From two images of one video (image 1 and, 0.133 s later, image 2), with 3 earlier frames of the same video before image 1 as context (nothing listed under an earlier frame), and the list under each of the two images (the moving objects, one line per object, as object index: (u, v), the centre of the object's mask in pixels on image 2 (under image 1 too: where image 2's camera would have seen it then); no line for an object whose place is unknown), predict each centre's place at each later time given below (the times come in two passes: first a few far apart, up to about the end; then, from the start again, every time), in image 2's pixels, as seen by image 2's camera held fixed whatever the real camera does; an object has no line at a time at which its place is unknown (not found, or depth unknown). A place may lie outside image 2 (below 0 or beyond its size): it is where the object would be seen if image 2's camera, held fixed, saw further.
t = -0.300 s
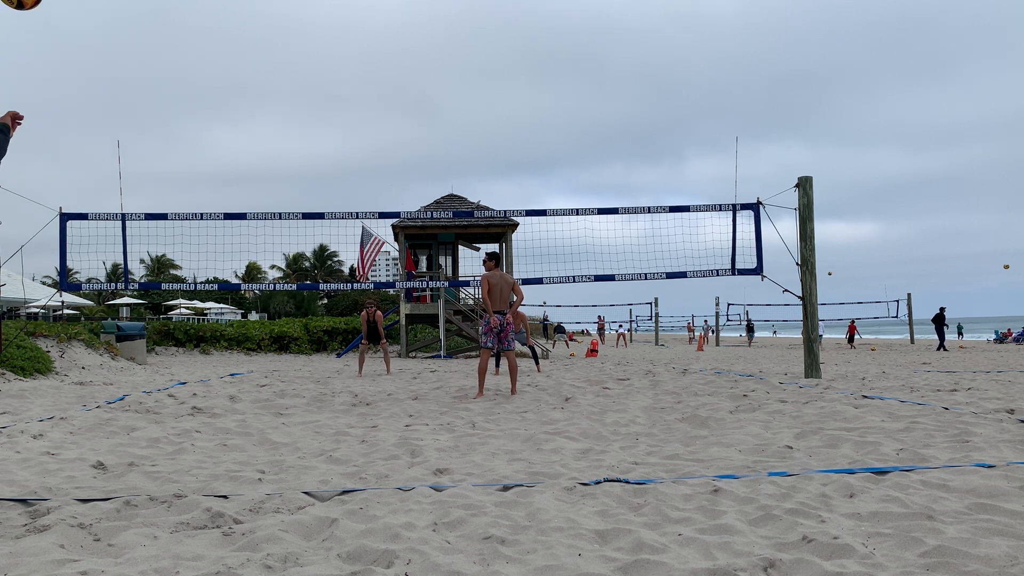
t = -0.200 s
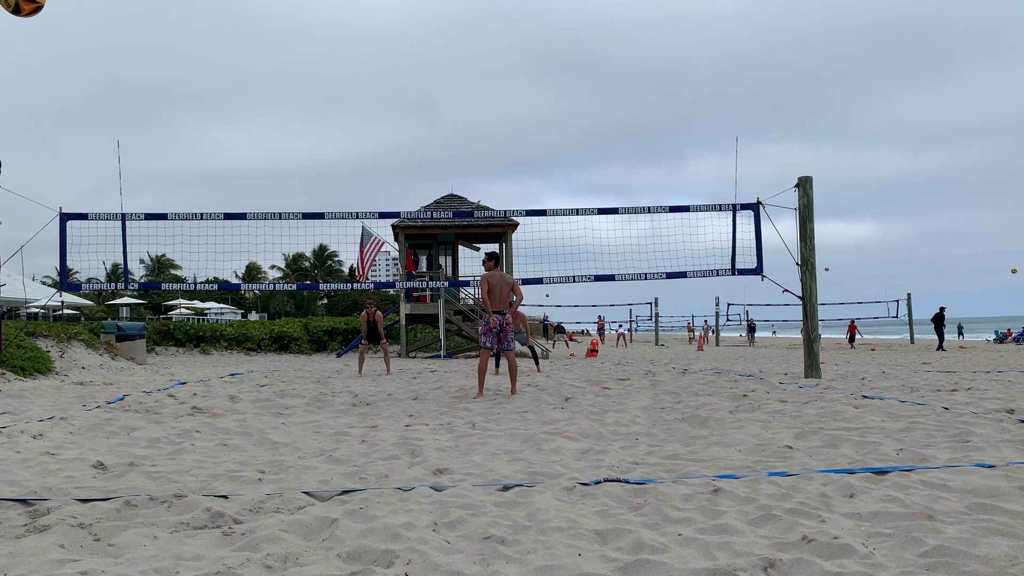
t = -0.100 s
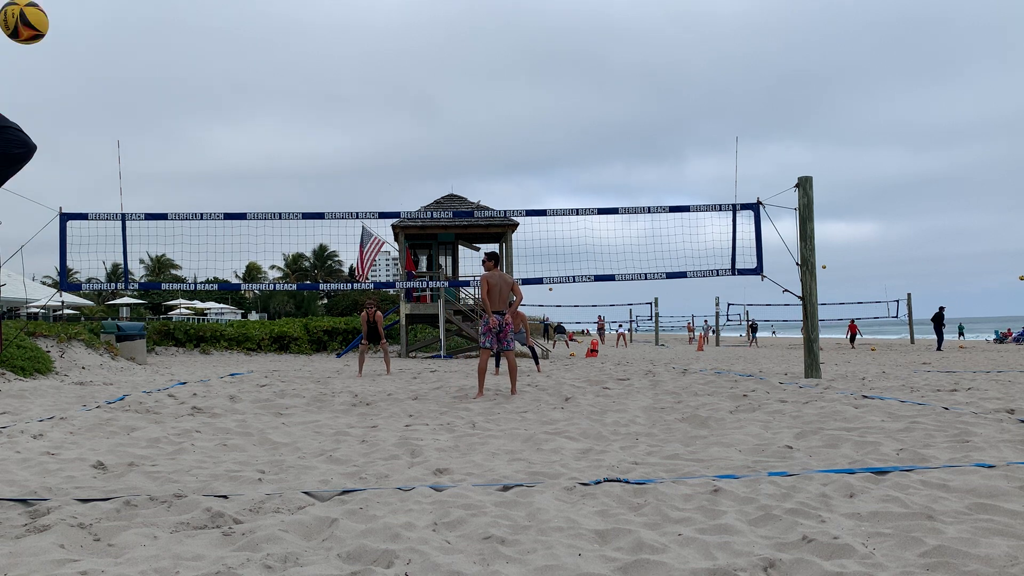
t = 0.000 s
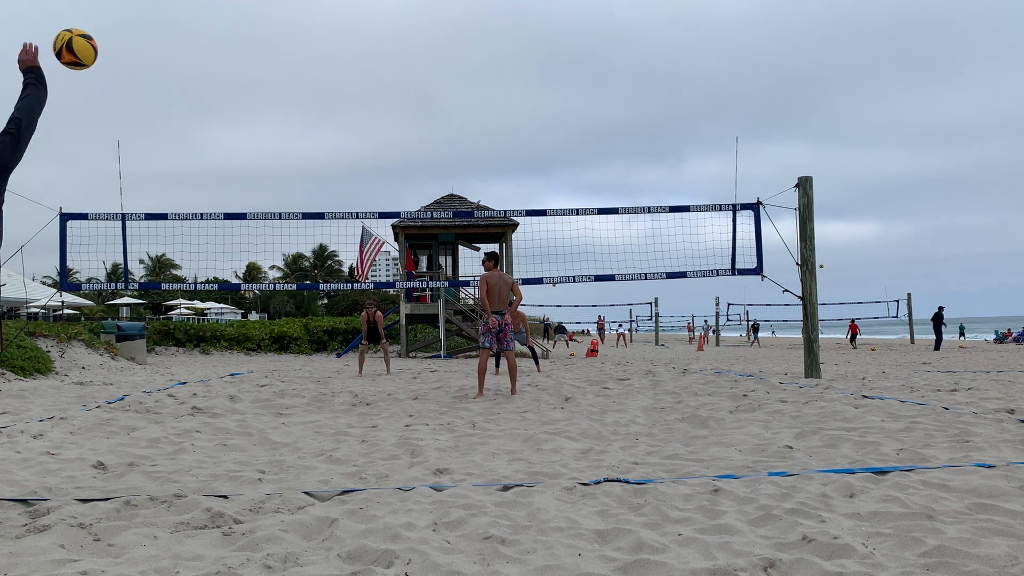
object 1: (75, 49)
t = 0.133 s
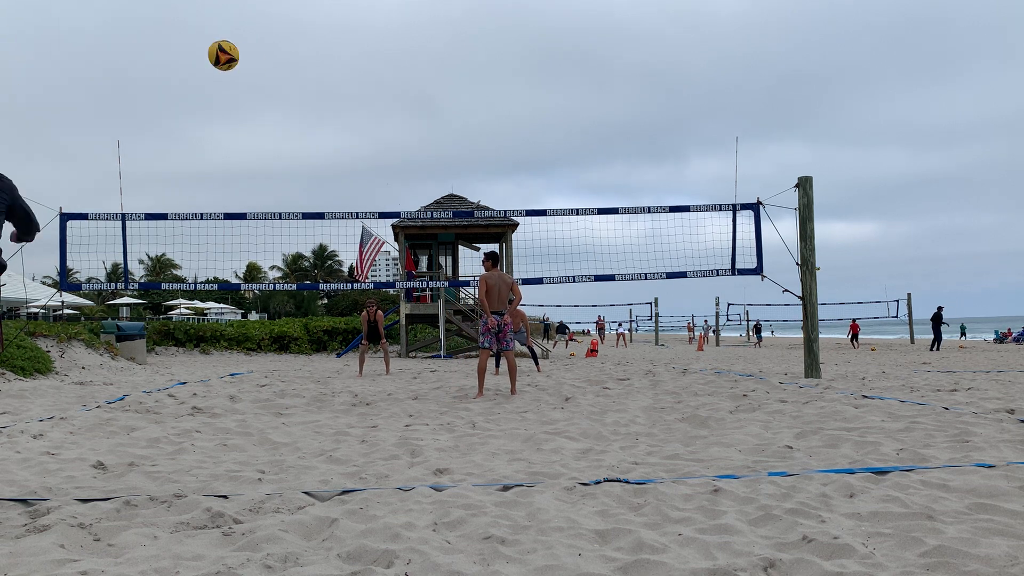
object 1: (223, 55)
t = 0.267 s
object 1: (310, 78)
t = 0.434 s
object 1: (378, 120)
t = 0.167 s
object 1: (249, 60)
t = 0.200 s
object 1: (272, 65)
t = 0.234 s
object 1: (292, 71)
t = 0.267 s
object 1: (310, 78)
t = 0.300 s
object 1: (327, 86)
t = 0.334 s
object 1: (342, 94)
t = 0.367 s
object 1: (355, 102)
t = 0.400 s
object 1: (367, 111)
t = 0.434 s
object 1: (378, 120)
